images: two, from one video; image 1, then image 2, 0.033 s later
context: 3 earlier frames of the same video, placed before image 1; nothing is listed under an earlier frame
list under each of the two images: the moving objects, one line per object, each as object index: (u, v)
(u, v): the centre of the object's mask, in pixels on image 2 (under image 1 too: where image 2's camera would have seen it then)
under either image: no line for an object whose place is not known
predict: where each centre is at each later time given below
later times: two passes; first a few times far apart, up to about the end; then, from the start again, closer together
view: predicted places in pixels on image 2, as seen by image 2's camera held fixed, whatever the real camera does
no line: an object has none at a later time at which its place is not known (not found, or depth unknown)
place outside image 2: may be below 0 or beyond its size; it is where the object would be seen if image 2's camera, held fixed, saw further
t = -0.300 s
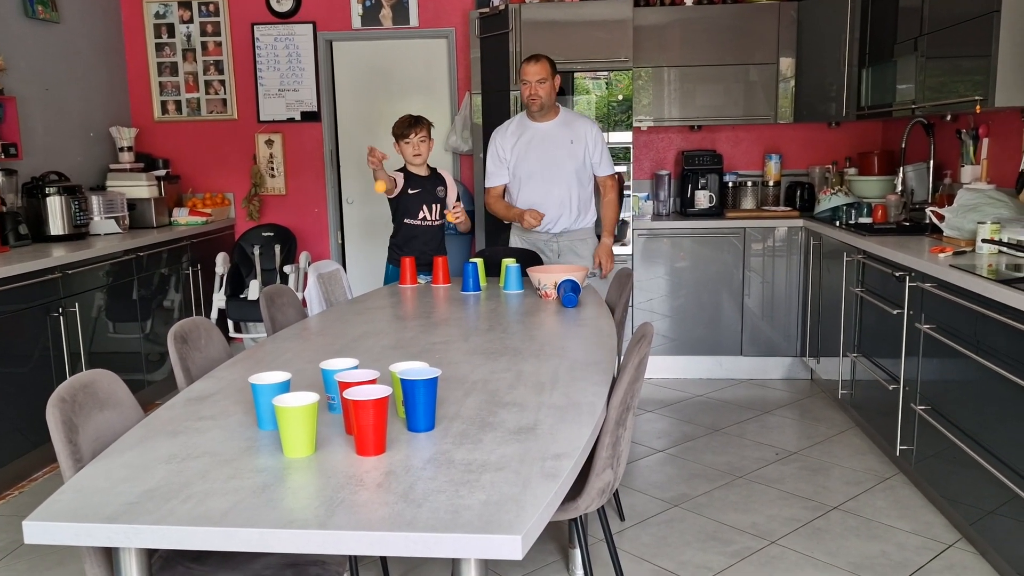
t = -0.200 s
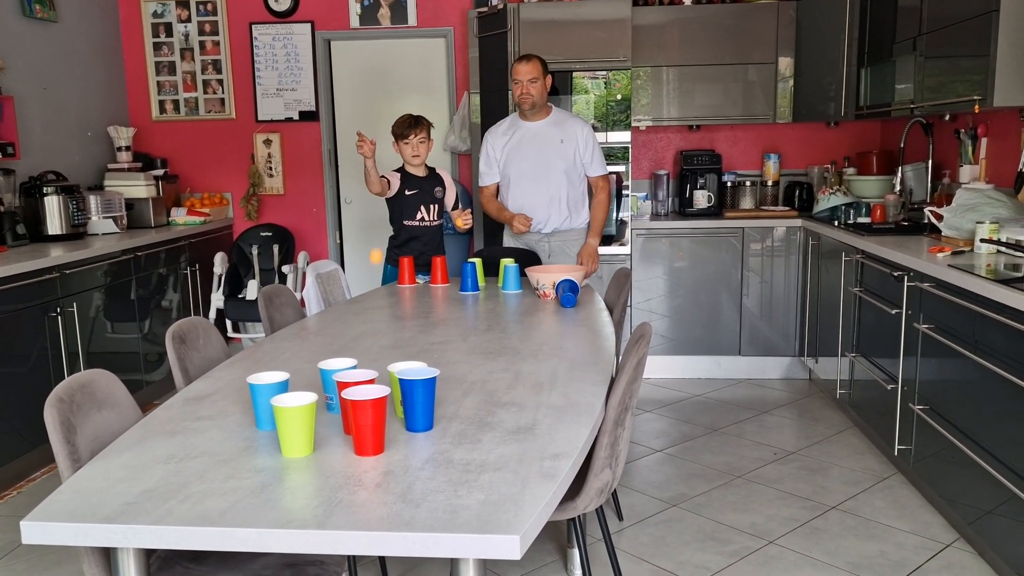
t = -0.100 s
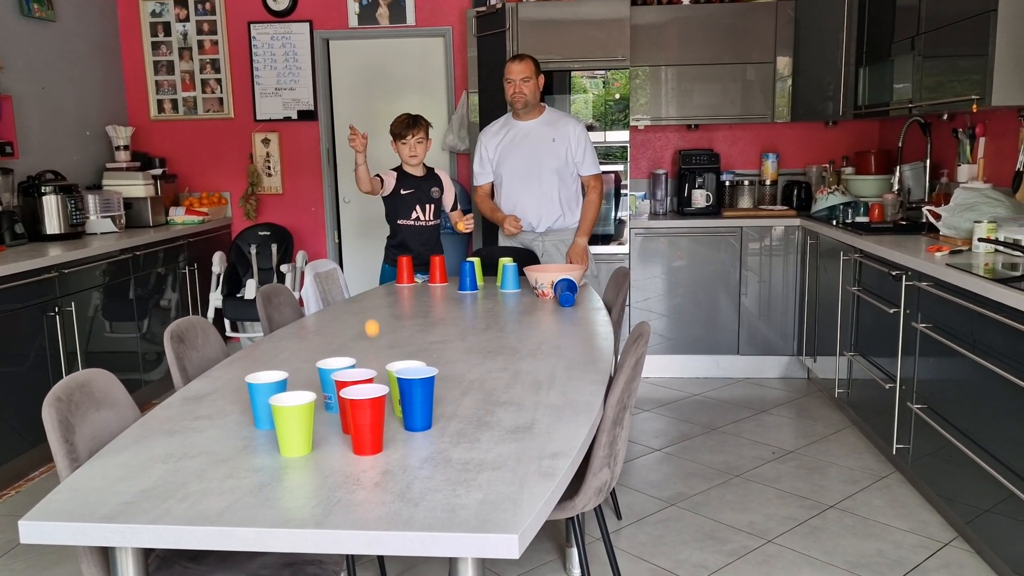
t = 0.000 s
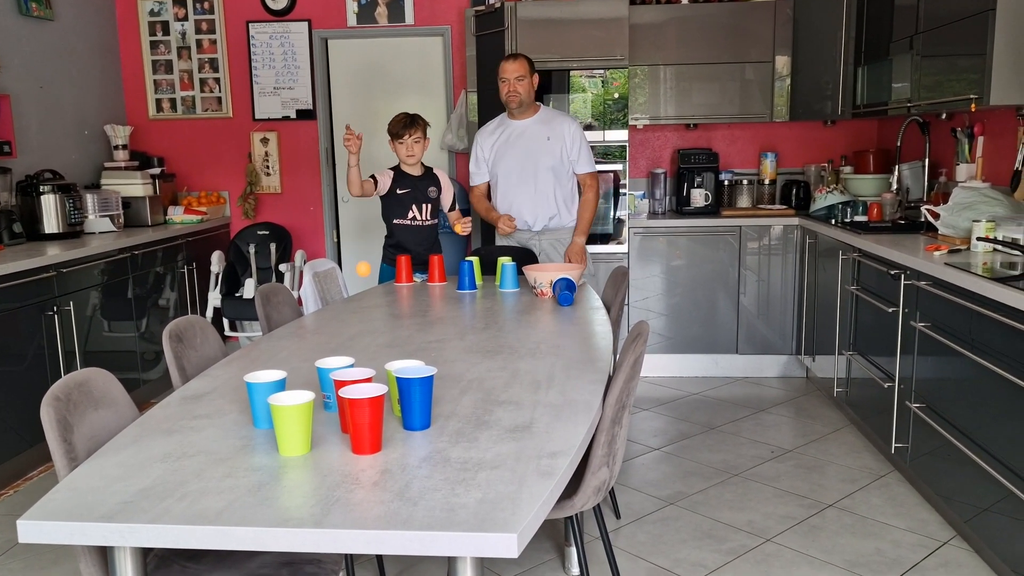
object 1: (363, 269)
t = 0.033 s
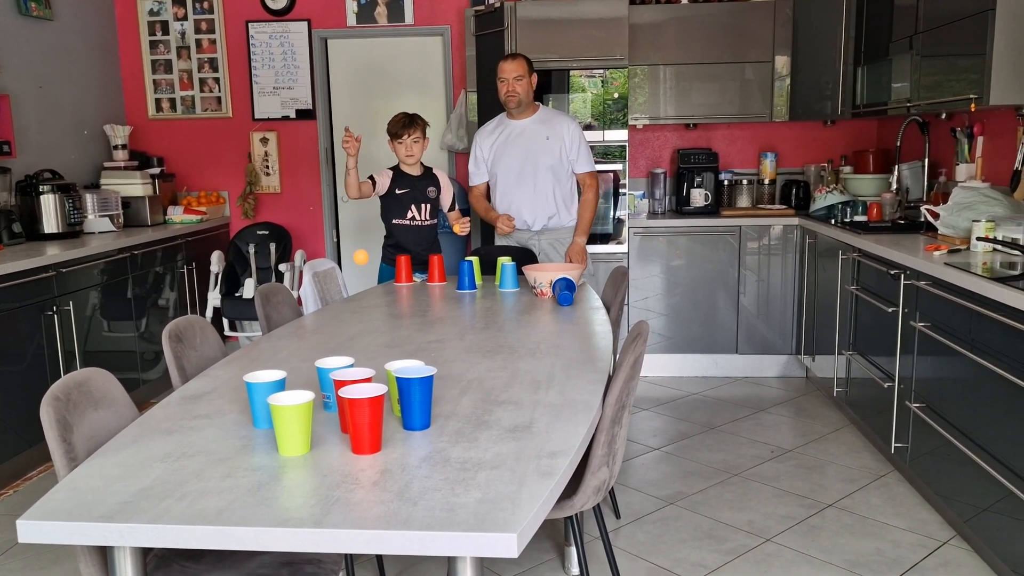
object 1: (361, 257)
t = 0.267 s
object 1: (350, 285)
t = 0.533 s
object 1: (316, 345)
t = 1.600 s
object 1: (319, 382)
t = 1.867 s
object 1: (315, 381)
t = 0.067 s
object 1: (359, 248)
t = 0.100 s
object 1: (357, 243)
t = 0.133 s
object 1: (355, 243)
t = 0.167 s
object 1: (353, 246)
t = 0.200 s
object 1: (352, 255)
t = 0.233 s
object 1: (351, 267)
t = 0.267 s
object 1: (350, 285)
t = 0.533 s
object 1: (316, 345)
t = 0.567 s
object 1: (310, 361)
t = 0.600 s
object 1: (305, 381)
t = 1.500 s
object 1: (322, 382)
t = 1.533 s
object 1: (321, 382)
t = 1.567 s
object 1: (320, 381)
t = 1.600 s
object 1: (319, 382)
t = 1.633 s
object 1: (319, 381)
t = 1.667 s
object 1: (319, 381)
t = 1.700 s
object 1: (318, 381)
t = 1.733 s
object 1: (318, 381)
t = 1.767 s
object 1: (317, 381)
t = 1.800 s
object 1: (316, 381)
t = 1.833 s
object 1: (316, 381)
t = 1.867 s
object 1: (315, 381)
